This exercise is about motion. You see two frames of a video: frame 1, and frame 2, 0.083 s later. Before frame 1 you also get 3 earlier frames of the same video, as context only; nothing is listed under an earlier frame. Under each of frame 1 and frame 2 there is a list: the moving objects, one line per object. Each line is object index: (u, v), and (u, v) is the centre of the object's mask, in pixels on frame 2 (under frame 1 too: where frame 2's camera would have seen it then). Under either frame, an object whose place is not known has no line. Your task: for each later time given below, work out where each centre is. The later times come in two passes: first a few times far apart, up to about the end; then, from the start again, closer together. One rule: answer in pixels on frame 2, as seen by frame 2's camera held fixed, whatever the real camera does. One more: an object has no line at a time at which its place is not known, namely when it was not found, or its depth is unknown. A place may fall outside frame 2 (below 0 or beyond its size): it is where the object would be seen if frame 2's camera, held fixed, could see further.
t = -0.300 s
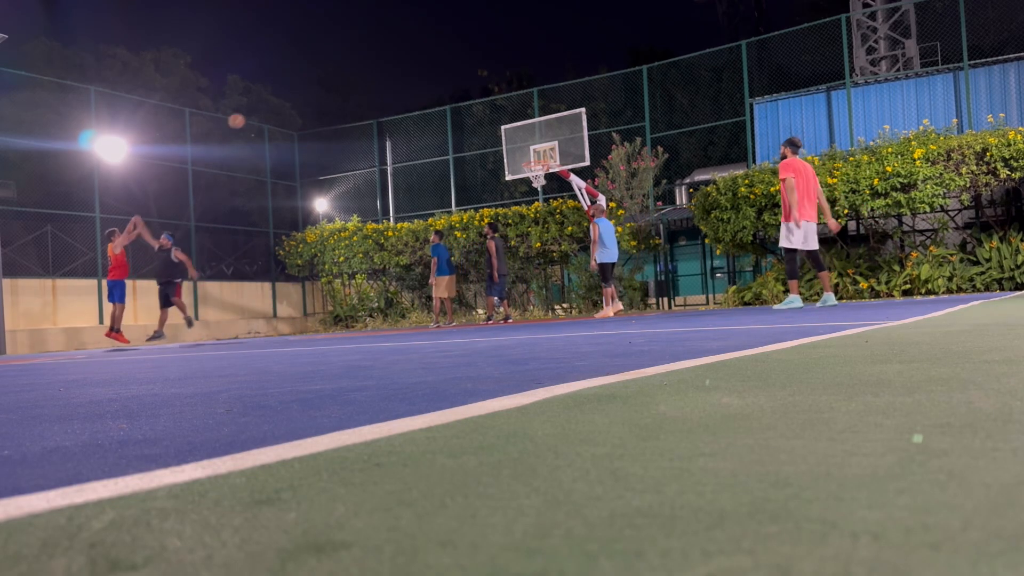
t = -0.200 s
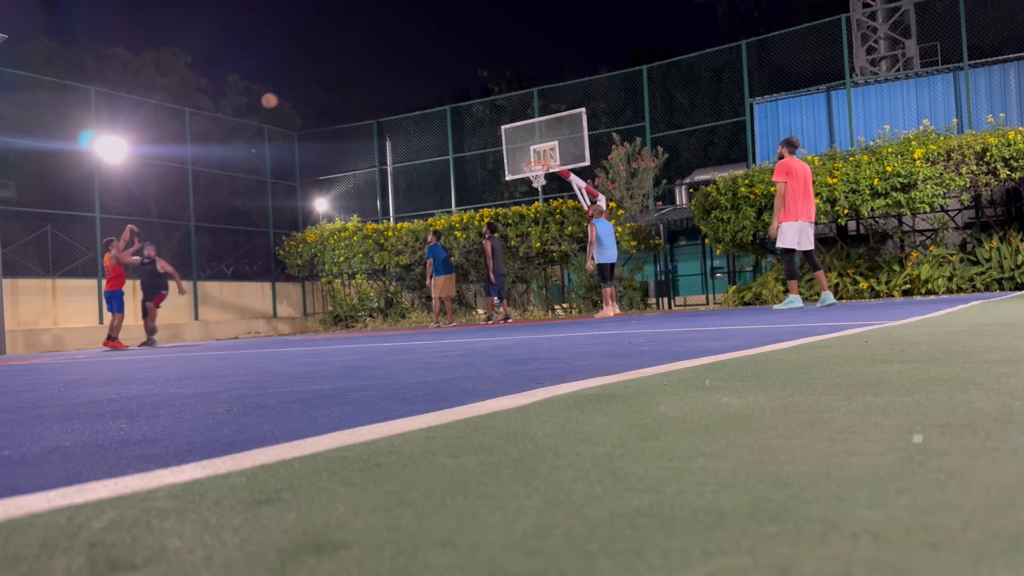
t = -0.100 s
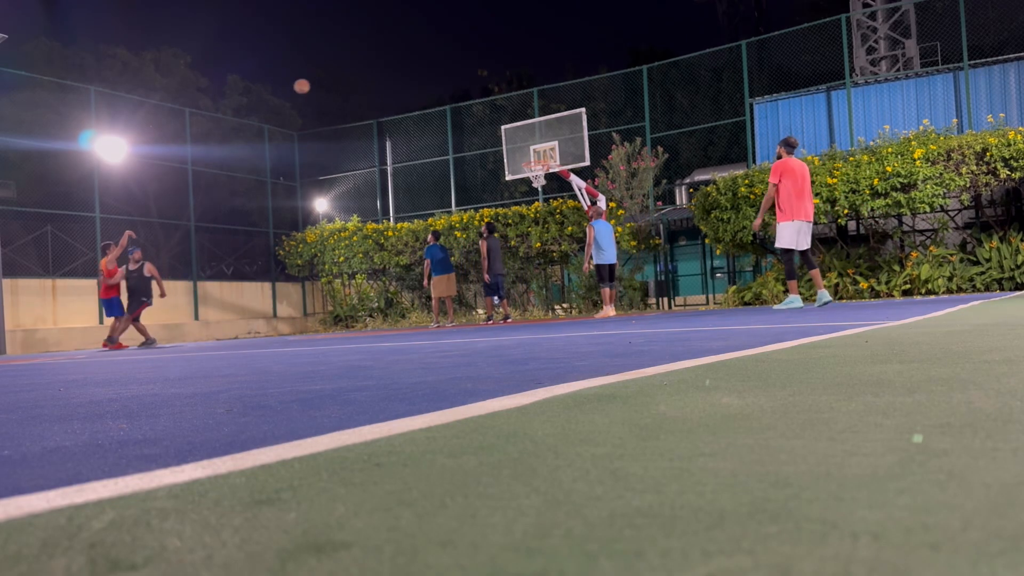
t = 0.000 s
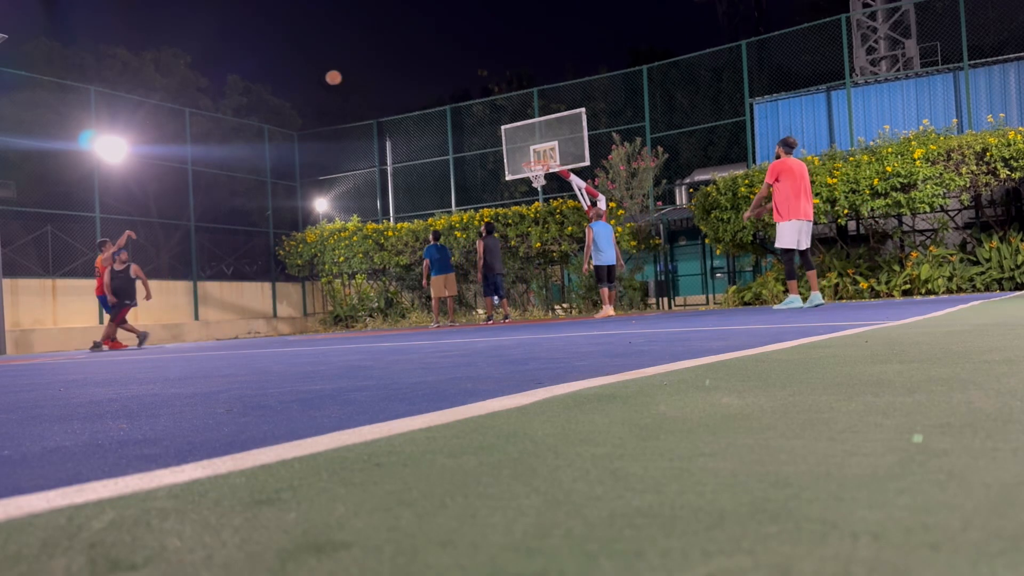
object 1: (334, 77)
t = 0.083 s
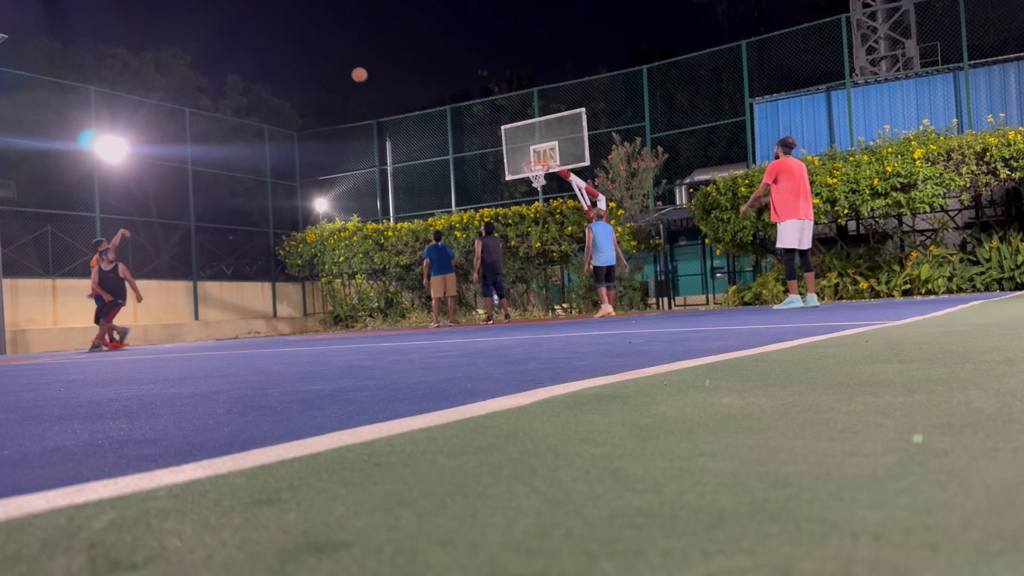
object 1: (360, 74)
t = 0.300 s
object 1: (425, 84)
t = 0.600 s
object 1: (511, 135)
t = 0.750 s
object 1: (546, 174)
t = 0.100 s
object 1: (365, 74)
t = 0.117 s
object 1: (370, 74)
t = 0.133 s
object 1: (375, 74)
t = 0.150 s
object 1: (380, 75)
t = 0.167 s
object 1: (385, 75)
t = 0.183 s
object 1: (390, 76)
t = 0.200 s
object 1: (395, 77)
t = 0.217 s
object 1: (400, 78)
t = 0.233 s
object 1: (405, 79)
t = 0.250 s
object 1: (410, 80)
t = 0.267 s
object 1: (415, 81)
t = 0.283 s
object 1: (420, 83)
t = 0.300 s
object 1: (425, 84)
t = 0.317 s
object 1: (430, 86)
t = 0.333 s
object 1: (434, 88)
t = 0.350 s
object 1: (439, 90)
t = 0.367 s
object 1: (444, 92)
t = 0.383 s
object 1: (449, 94)
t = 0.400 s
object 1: (454, 96)
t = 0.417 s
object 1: (459, 99)
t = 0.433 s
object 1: (463, 102)
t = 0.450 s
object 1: (468, 104)
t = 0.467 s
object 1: (473, 107)
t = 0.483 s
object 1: (478, 111)
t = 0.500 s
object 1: (483, 113)
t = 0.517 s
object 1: (487, 116)
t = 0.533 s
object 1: (492, 120)
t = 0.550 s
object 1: (496, 124)
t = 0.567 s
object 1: (501, 127)
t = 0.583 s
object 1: (507, 132)
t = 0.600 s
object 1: (511, 135)
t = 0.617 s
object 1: (517, 139)
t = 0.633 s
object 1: (520, 144)
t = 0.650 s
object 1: (524, 148)
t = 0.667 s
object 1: (529, 153)
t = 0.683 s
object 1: (534, 157)
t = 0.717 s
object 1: (543, 166)
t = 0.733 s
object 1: (544, 171)
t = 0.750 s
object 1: (546, 174)
